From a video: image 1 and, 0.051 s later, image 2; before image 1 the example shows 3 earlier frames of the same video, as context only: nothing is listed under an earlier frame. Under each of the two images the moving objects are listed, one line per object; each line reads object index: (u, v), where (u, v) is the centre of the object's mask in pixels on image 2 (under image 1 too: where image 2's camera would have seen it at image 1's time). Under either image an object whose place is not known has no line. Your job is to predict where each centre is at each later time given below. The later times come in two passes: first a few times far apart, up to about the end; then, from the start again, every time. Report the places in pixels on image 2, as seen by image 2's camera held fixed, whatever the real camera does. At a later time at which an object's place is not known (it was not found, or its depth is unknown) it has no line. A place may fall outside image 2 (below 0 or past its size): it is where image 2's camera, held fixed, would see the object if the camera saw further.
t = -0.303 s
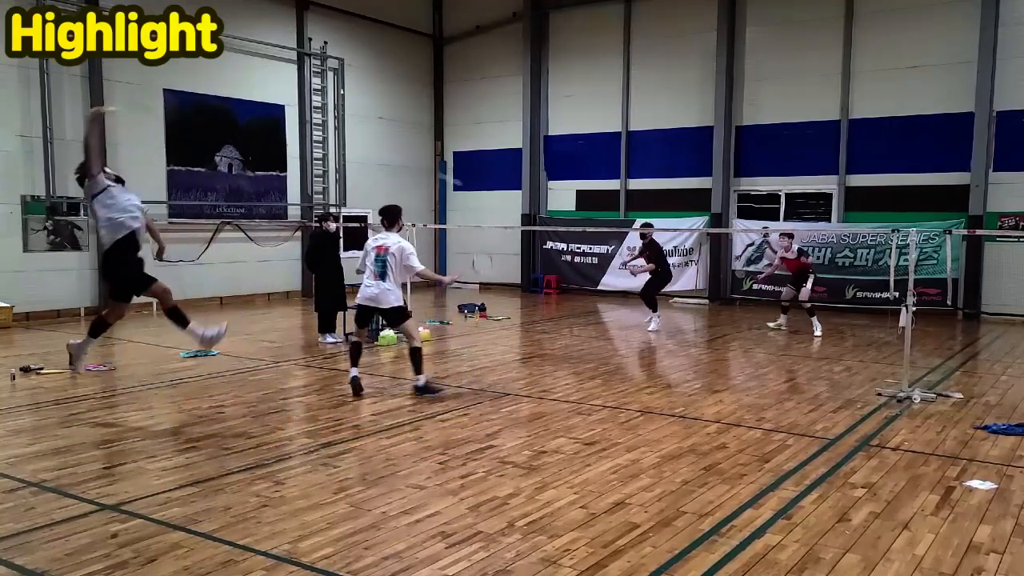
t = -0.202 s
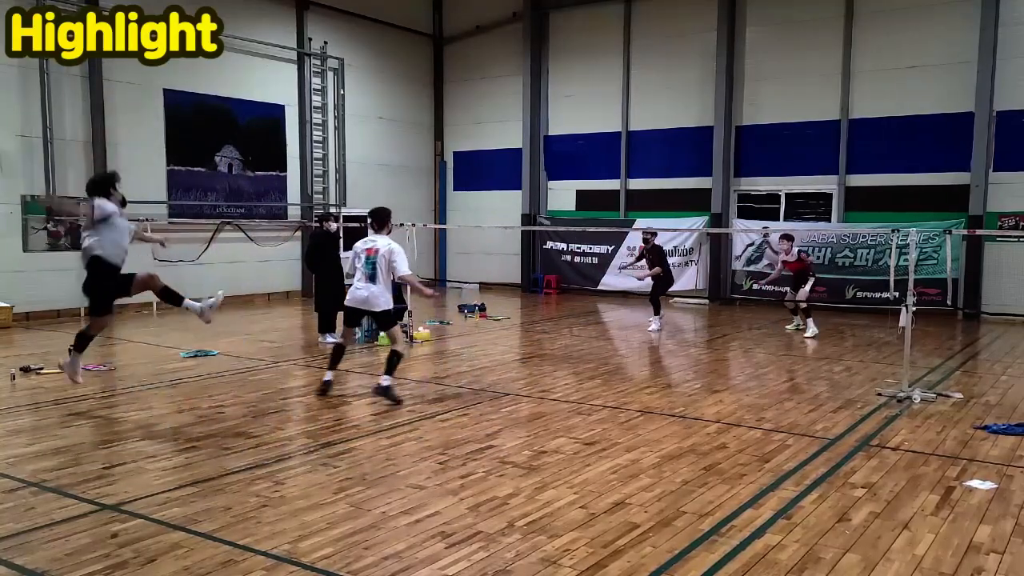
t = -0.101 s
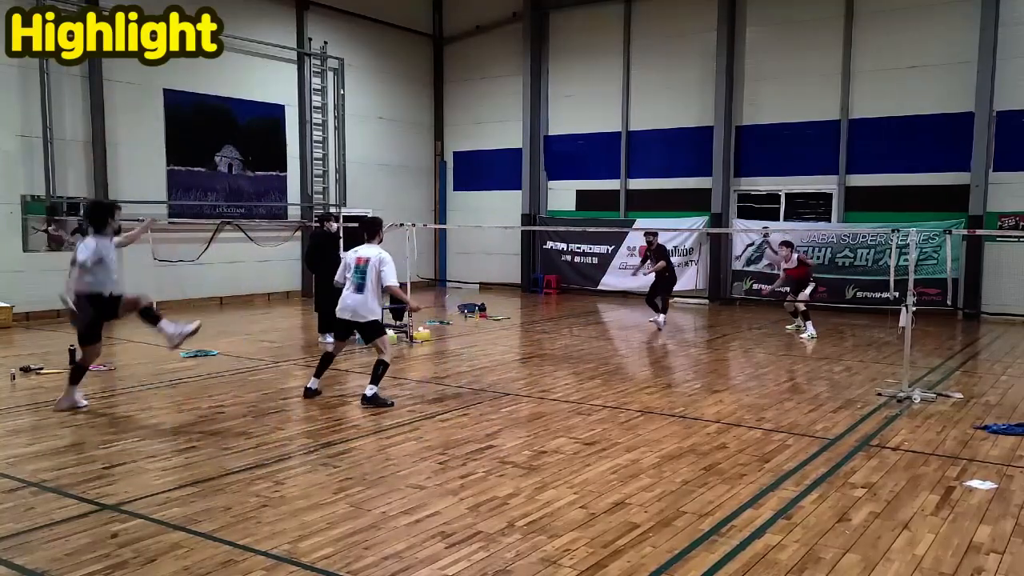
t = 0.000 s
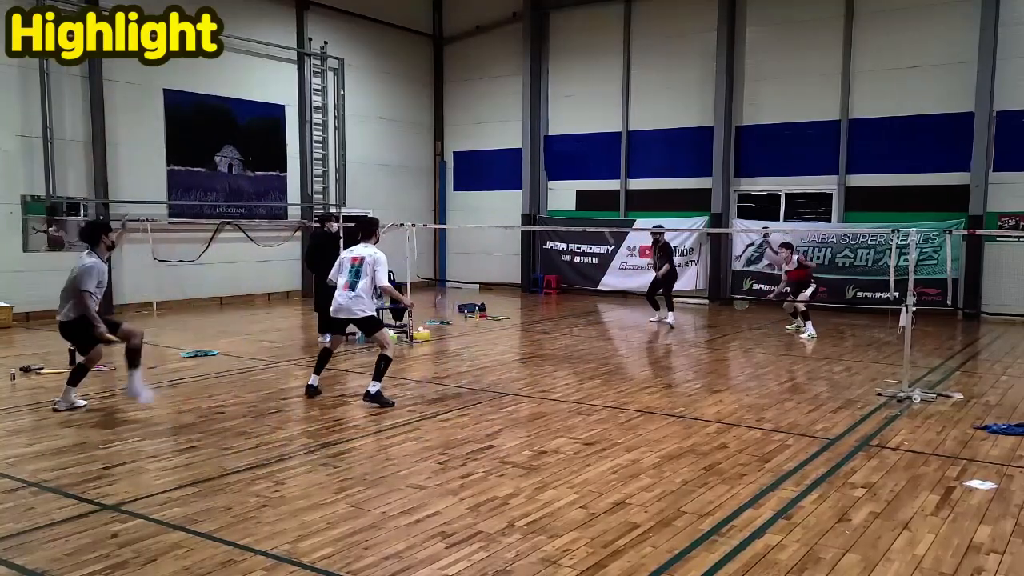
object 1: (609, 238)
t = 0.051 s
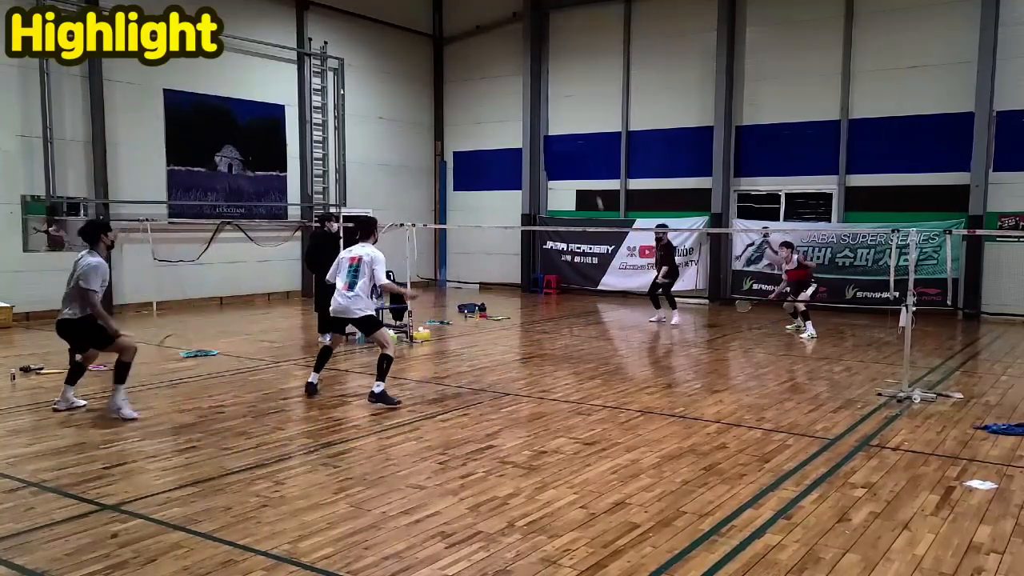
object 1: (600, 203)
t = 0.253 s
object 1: (566, 105)
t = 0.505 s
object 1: (523, 49)
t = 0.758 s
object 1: (474, 71)
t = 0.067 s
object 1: (596, 194)
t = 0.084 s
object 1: (591, 178)
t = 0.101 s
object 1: (589, 174)
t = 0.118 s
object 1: (587, 165)
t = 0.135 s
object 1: (584, 156)
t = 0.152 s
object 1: (582, 148)
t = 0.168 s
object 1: (579, 140)
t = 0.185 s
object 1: (577, 136)
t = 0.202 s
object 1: (575, 125)
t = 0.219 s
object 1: (572, 118)
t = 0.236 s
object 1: (569, 111)
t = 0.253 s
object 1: (566, 105)
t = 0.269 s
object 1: (563, 99)
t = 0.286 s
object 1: (561, 94)
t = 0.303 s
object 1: (557, 88)
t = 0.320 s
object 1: (554, 83)
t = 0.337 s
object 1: (551, 79)
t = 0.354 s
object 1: (548, 75)
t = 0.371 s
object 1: (546, 71)
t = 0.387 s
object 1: (543, 67)
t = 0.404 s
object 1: (540, 63)
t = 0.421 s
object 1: (537, 60)
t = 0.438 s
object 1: (534, 57)
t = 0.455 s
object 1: (531, 55)
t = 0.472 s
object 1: (528, 52)
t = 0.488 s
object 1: (526, 50)
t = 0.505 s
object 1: (523, 49)
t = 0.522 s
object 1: (520, 47)
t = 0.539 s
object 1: (517, 47)
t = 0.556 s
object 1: (514, 46)
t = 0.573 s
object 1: (510, 46)
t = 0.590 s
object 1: (507, 46)
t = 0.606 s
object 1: (504, 47)
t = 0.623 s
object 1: (501, 48)
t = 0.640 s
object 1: (498, 49)
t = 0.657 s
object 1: (495, 51)
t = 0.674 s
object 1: (491, 53)
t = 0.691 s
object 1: (488, 56)
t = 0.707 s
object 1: (484, 59)
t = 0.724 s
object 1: (481, 62)
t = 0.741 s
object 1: (477, 66)
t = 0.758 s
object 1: (474, 71)
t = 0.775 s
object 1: (470, 76)
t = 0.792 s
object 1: (466, 81)
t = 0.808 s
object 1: (463, 87)
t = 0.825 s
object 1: (459, 93)
